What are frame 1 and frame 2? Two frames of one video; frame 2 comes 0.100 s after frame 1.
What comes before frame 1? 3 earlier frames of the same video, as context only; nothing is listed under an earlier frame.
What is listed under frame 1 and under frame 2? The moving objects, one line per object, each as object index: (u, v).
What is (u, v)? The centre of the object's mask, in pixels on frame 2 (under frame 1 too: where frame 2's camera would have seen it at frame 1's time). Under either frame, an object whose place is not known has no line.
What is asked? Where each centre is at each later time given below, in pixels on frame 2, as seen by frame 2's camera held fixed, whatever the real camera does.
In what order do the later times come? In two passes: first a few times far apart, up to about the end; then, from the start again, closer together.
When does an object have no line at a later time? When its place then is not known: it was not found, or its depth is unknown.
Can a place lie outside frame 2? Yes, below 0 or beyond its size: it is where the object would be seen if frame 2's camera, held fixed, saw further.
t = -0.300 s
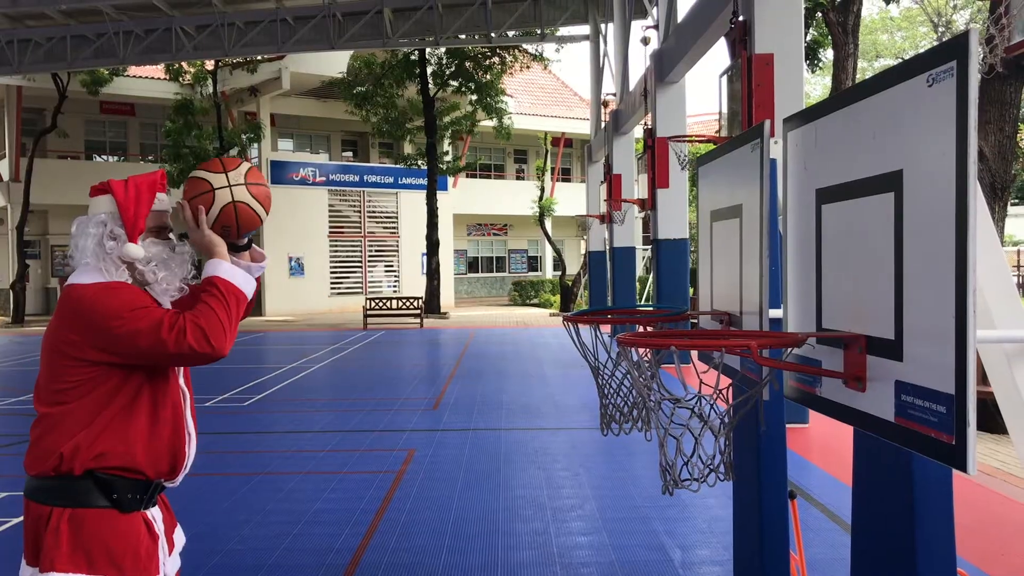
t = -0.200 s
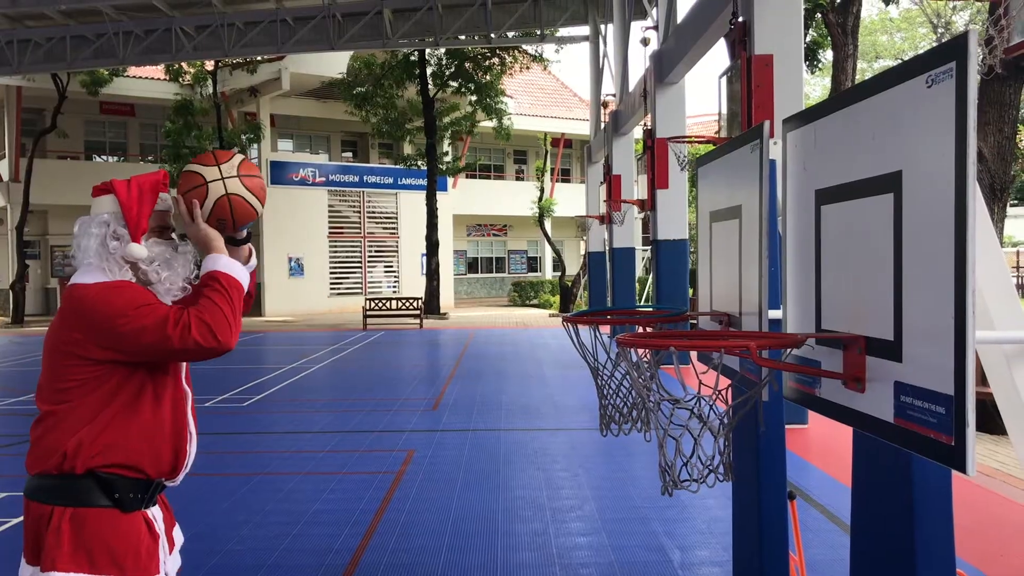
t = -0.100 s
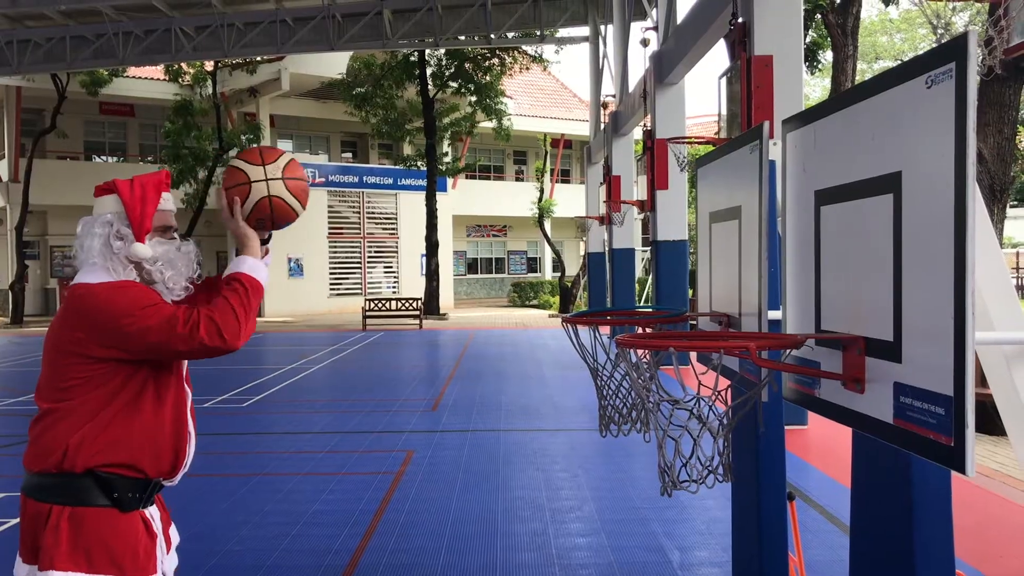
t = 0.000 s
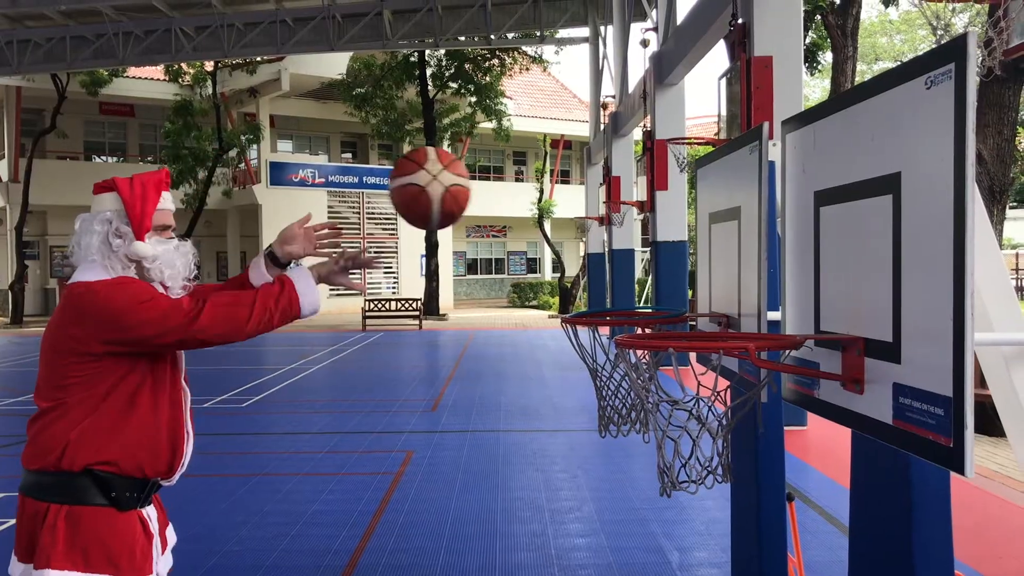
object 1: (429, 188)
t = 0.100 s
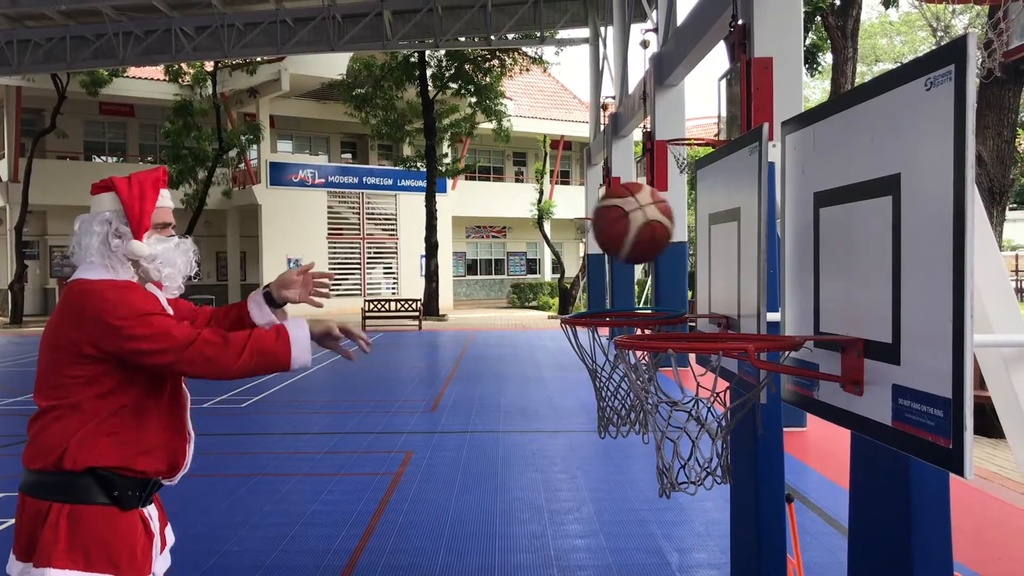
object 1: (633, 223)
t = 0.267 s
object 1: (686, 259)
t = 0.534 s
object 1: (455, 188)
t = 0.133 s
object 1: (700, 242)
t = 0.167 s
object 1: (767, 265)
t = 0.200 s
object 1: (757, 288)
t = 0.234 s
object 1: (718, 285)
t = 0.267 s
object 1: (686, 259)
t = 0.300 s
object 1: (655, 236)
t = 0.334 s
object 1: (624, 217)
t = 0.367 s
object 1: (594, 204)
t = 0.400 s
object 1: (564, 194)
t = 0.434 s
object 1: (536, 187)
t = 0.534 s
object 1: (455, 188)
